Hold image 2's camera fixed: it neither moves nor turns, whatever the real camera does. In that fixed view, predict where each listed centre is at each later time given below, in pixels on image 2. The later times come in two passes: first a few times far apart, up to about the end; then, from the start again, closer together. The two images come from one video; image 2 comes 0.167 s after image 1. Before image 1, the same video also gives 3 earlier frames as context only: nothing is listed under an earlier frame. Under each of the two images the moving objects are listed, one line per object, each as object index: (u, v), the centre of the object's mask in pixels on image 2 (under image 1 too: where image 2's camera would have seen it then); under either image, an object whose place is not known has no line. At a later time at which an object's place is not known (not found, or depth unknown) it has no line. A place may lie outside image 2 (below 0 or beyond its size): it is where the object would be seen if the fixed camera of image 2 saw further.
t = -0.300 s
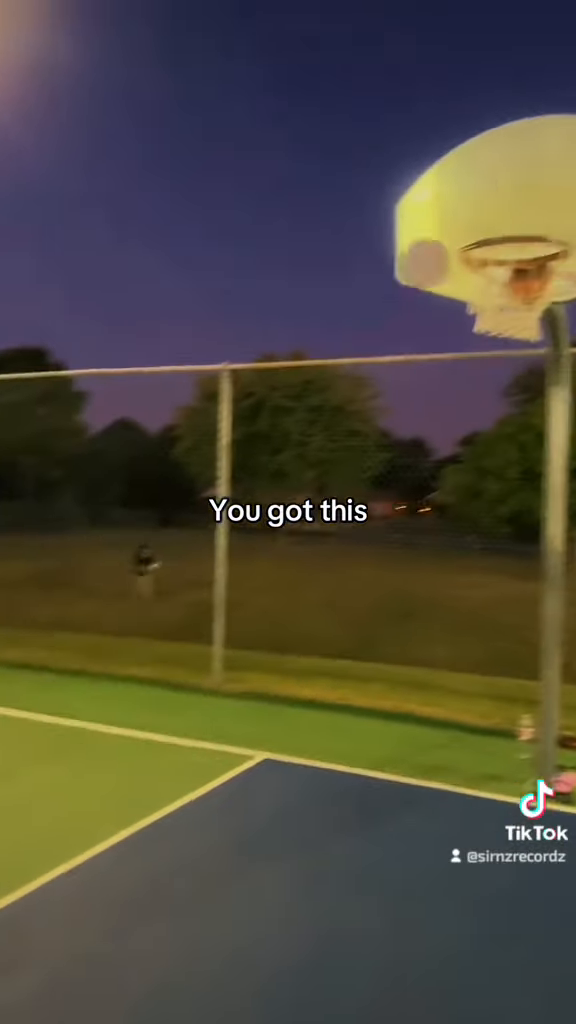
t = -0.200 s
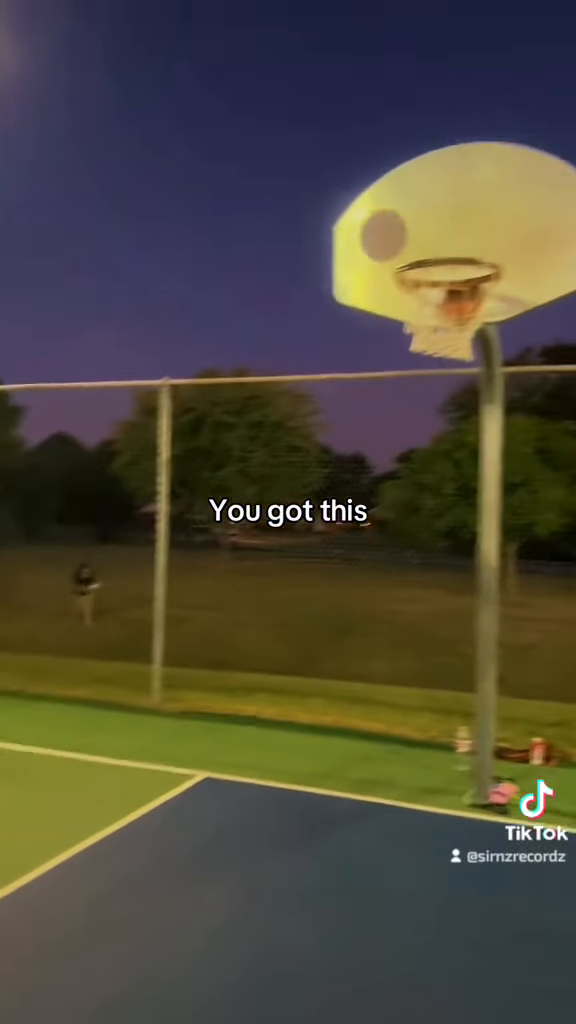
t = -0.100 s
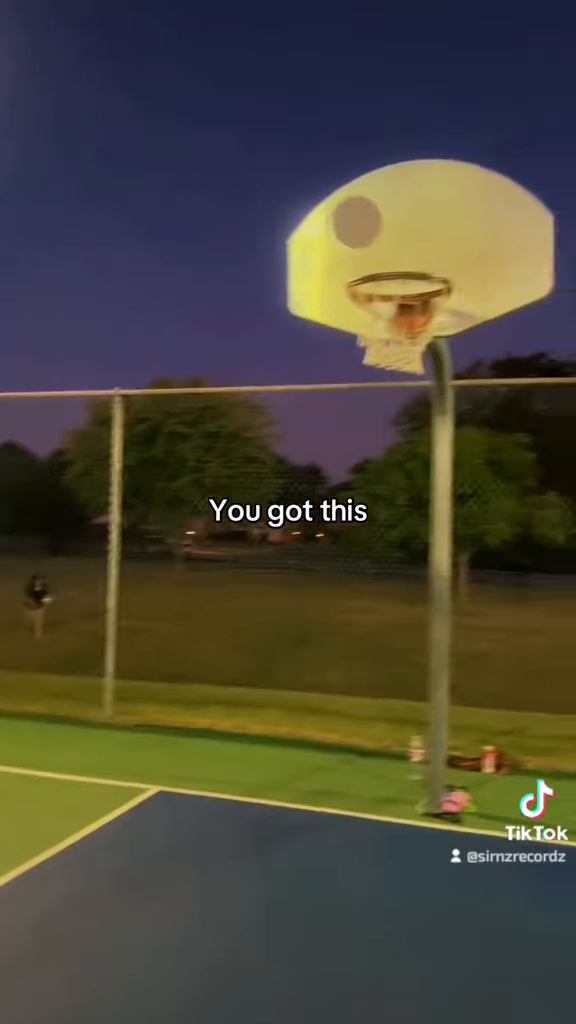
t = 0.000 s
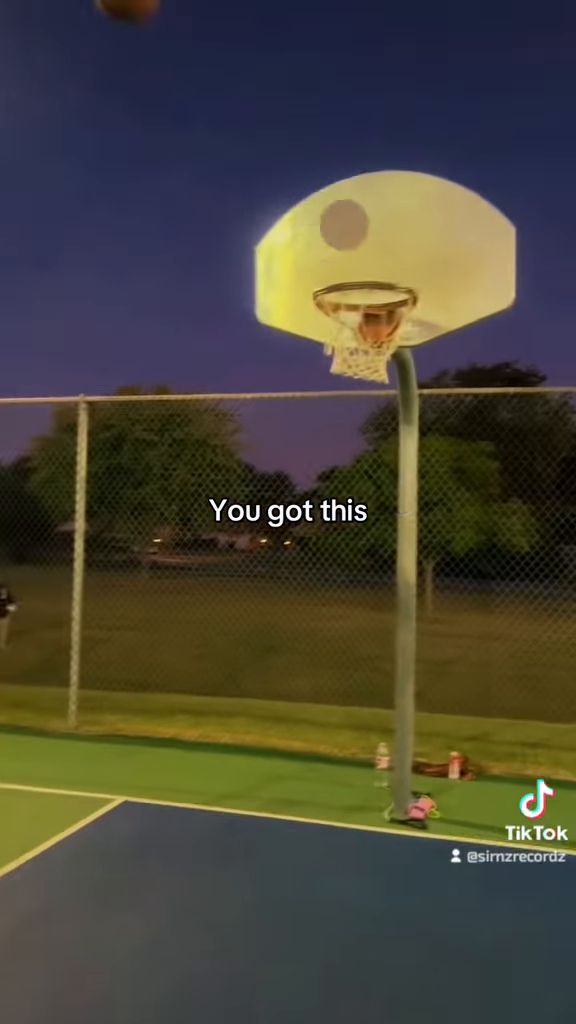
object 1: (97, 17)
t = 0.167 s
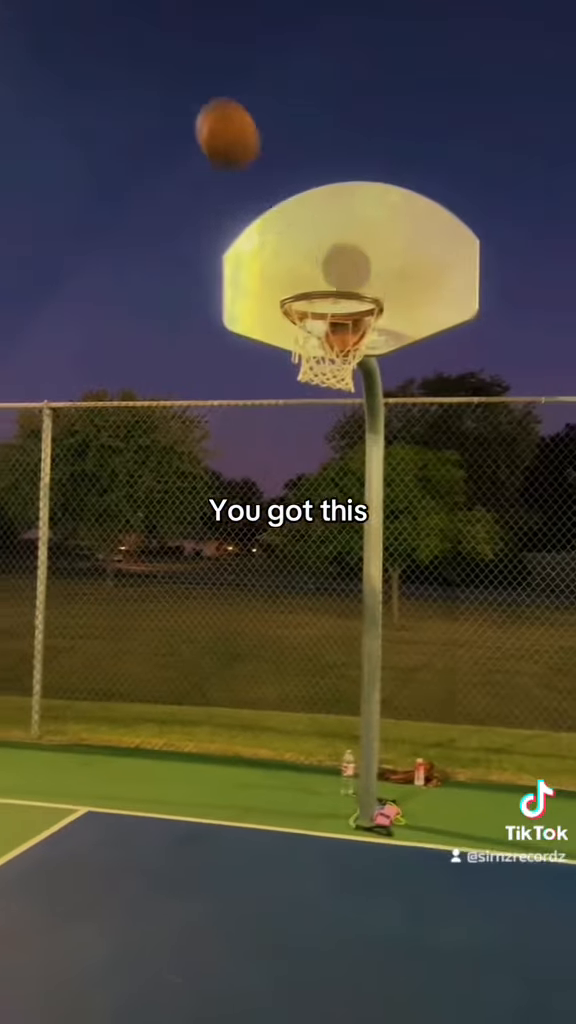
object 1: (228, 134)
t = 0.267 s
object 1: (295, 233)
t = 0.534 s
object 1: (355, 246)
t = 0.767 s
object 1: (331, 218)
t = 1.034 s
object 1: (312, 277)
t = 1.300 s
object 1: (324, 281)
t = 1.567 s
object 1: (317, 283)
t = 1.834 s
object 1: (332, 350)
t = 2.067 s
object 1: (336, 384)
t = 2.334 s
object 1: (290, 511)
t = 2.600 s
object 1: (242, 799)
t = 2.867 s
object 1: (220, 710)
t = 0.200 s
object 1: (251, 165)
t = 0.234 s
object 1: (271, 196)
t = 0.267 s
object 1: (295, 233)
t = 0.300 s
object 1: (315, 266)
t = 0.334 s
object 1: (330, 273)
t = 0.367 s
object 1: (345, 276)
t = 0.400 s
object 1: (358, 279)
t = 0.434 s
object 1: (361, 276)
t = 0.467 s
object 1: (358, 266)
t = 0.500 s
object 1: (357, 255)
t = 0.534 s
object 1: (355, 246)
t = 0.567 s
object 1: (353, 240)
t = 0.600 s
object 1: (352, 236)
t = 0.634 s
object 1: (349, 230)
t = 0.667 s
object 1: (344, 224)
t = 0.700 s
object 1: (340, 220)
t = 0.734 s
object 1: (336, 218)
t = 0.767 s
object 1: (331, 218)
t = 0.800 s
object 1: (327, 221)
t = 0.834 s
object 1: (324, 226)
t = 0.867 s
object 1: (319, 233)
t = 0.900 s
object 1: (314, 242)
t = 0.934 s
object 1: (310, 254)
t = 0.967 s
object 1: (305, 268)
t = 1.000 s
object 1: (301, 279)
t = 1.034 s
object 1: (312, 277)
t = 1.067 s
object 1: (326, 277)
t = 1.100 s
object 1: (342, 278)
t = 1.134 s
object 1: (357, 280)
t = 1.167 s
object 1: (352, 279)
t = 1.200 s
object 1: (344, 277)
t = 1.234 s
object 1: (337, 277)
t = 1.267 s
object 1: (330, 279)
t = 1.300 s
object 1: (324, 281)
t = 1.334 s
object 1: (322, 278)
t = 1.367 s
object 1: (320, 277)
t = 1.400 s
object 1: (319, 275)
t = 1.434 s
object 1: (318, 274)
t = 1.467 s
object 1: (317, 275)
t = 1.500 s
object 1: (315, 277)
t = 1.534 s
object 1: (314, 280)
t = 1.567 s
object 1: (317, 283)
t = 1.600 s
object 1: (327, 284)
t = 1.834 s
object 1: (332, 350)
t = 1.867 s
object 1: (338, 356)
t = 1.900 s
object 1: (345, 361)
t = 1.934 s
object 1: (345, 363)
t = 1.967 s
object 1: (347, 368)
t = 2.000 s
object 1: (346, 374)
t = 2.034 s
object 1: (342, 380)
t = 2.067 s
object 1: (336, 384)
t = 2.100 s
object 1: (330, 391)
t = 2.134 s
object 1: (325, 401)
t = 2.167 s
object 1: (320, 413)
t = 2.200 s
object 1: (314, 430)
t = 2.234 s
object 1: (308, 448)
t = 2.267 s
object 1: (302, 468)
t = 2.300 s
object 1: (295, 492)
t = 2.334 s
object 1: (290, 511)
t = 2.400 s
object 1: (277, 575)
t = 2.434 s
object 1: (271, 605)
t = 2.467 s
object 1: (265, 638)
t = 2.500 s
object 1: (260, 675)
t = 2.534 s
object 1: (254, 713)
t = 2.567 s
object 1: (248, 756)
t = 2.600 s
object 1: (242, 799)
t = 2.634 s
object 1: (236, 848)
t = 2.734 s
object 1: (225, 827)
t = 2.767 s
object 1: (225, 794)
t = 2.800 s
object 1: (223, 765)
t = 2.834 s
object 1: (221, 737)
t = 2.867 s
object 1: (220, 710)
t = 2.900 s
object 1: (218, 687)
